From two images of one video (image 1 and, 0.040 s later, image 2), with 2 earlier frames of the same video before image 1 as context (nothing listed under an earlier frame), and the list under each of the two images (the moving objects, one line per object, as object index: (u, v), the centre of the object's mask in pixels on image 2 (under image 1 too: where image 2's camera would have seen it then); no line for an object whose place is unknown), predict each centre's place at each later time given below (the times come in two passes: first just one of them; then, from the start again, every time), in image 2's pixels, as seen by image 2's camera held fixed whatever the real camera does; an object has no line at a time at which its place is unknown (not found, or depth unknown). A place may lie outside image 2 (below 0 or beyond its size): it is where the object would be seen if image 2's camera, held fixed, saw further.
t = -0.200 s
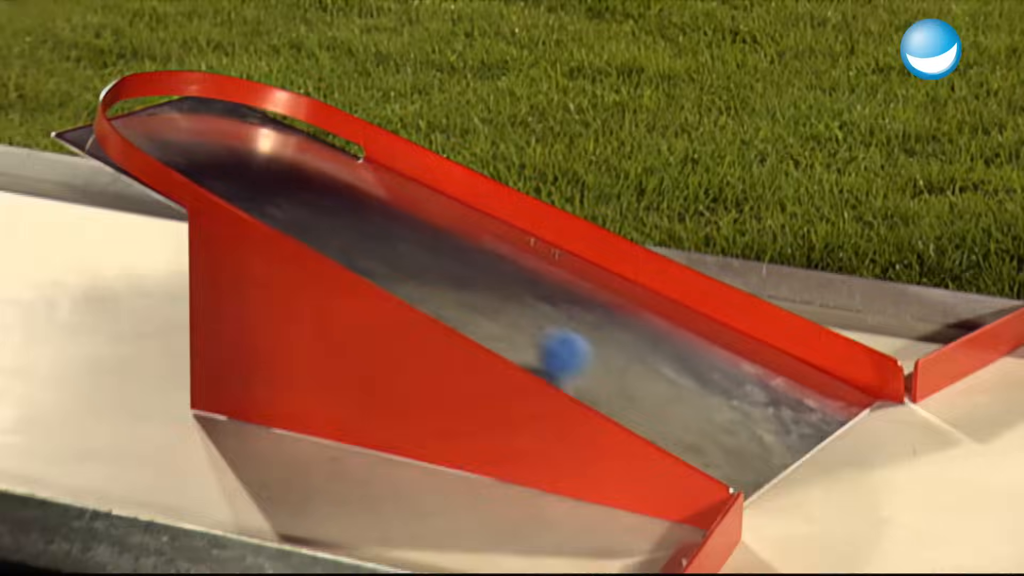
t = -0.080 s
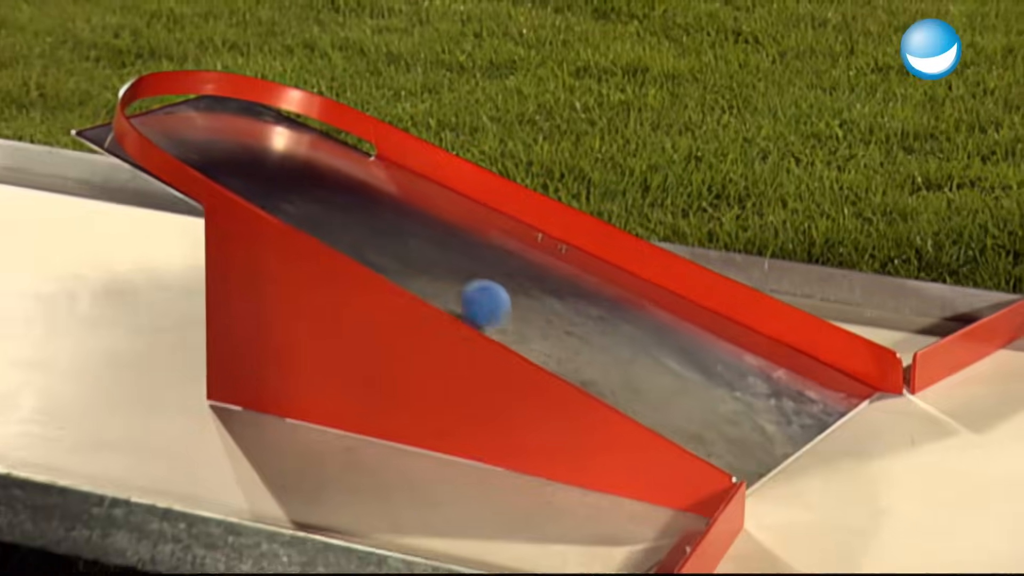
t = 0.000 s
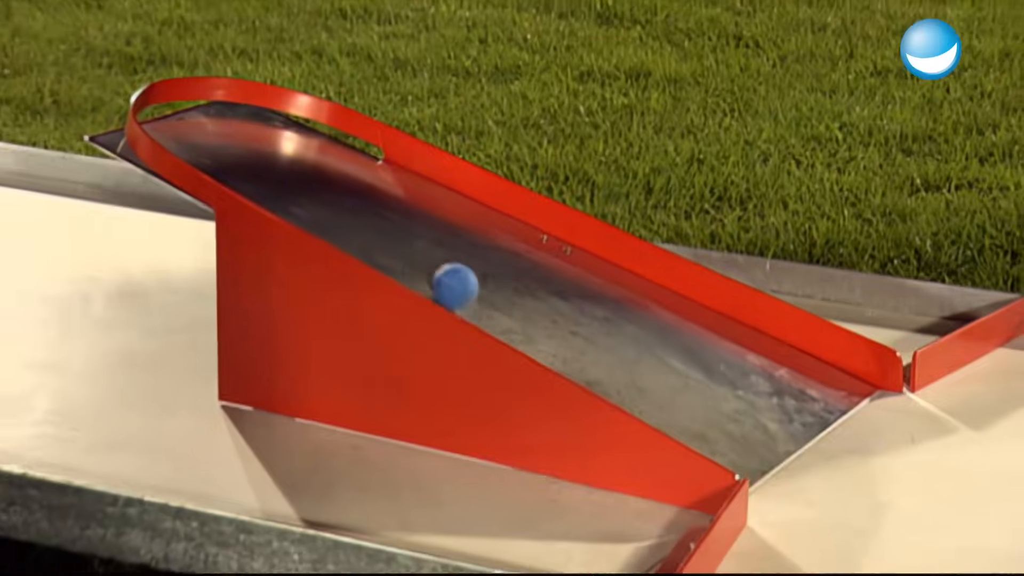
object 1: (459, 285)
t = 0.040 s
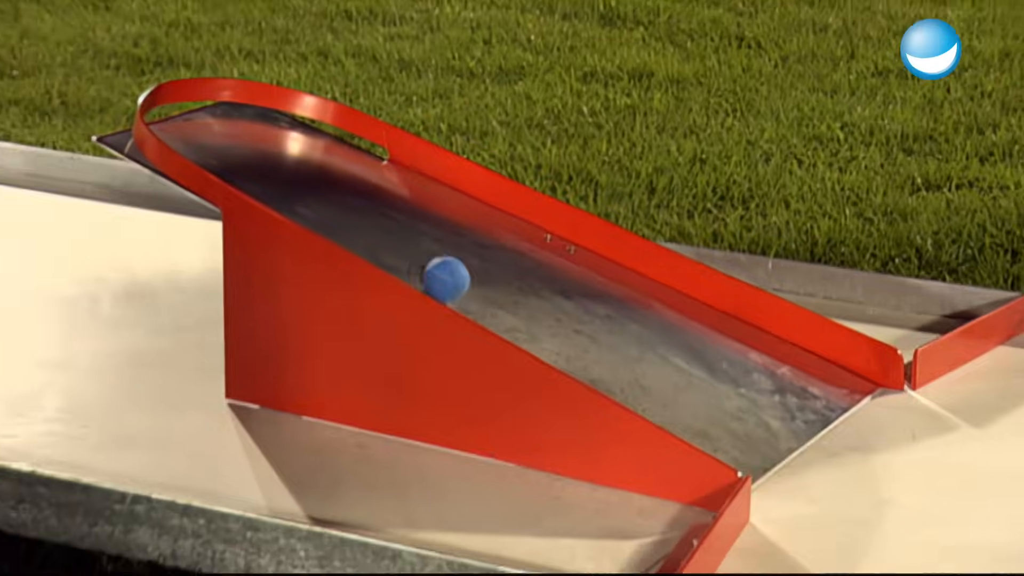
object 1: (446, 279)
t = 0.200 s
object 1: (426, 270)
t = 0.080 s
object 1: (435, 274)
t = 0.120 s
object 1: (429, 271)
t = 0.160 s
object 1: (426, 270)
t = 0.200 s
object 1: (426, 270)
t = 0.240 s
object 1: (429, 272)
